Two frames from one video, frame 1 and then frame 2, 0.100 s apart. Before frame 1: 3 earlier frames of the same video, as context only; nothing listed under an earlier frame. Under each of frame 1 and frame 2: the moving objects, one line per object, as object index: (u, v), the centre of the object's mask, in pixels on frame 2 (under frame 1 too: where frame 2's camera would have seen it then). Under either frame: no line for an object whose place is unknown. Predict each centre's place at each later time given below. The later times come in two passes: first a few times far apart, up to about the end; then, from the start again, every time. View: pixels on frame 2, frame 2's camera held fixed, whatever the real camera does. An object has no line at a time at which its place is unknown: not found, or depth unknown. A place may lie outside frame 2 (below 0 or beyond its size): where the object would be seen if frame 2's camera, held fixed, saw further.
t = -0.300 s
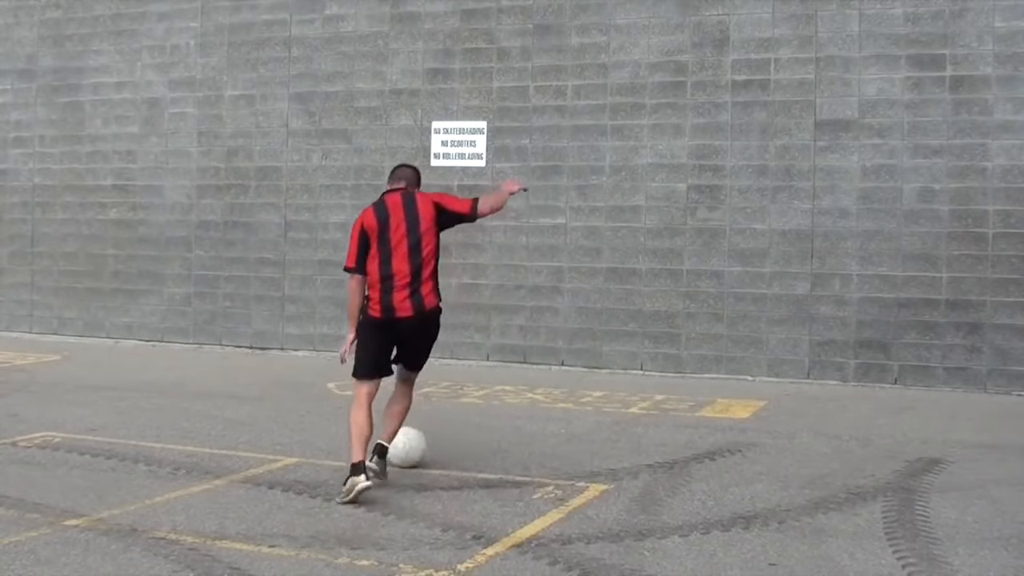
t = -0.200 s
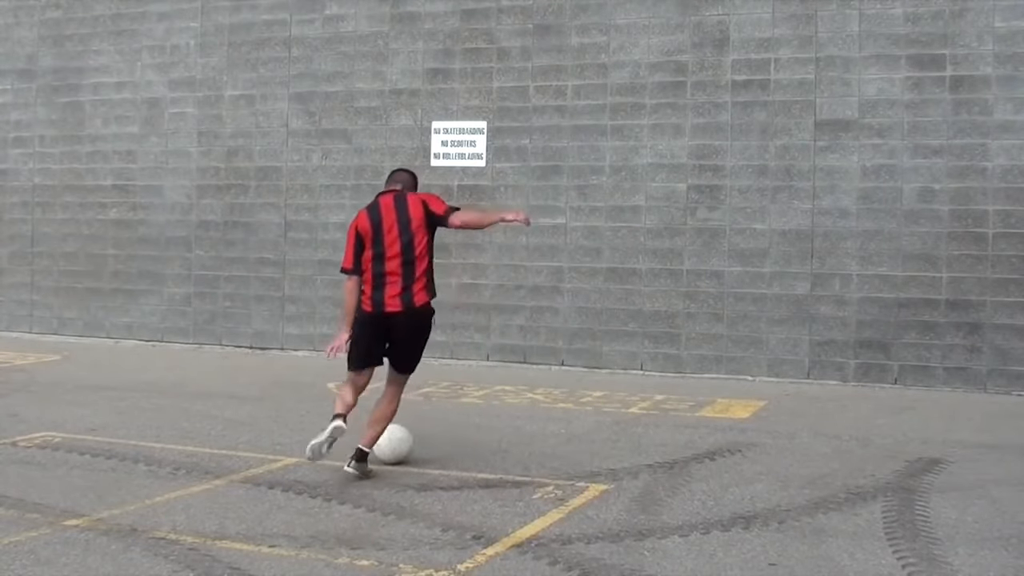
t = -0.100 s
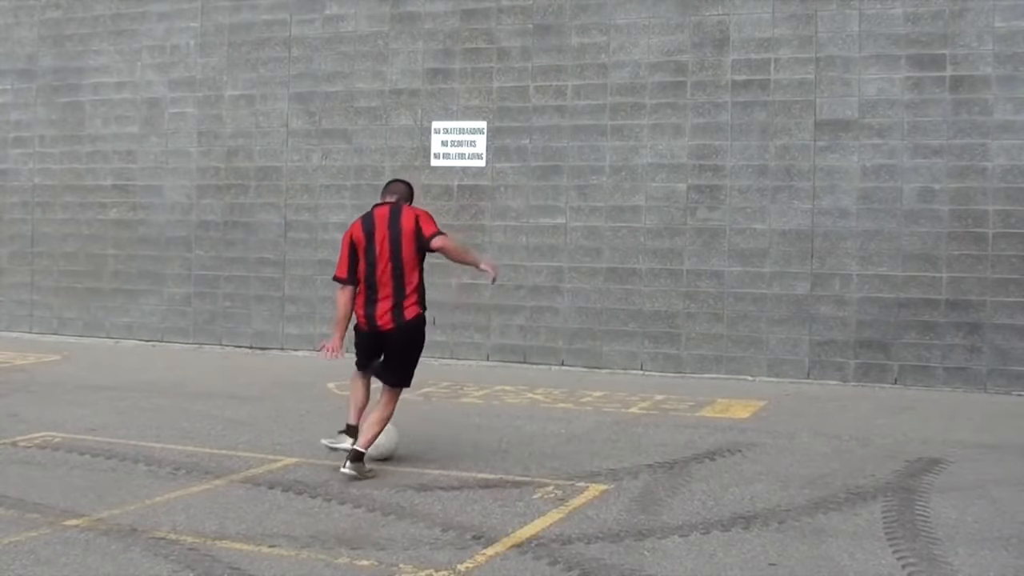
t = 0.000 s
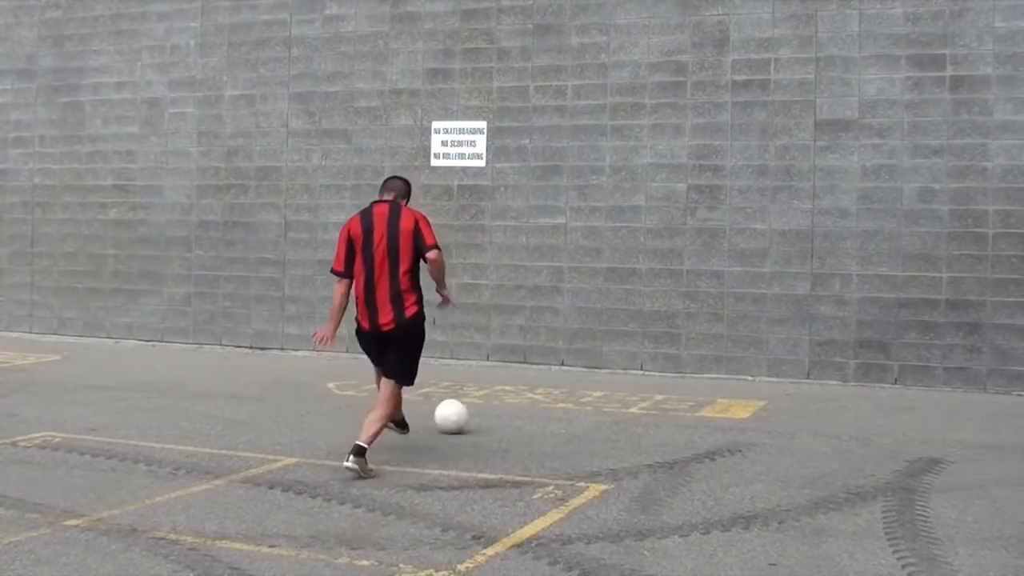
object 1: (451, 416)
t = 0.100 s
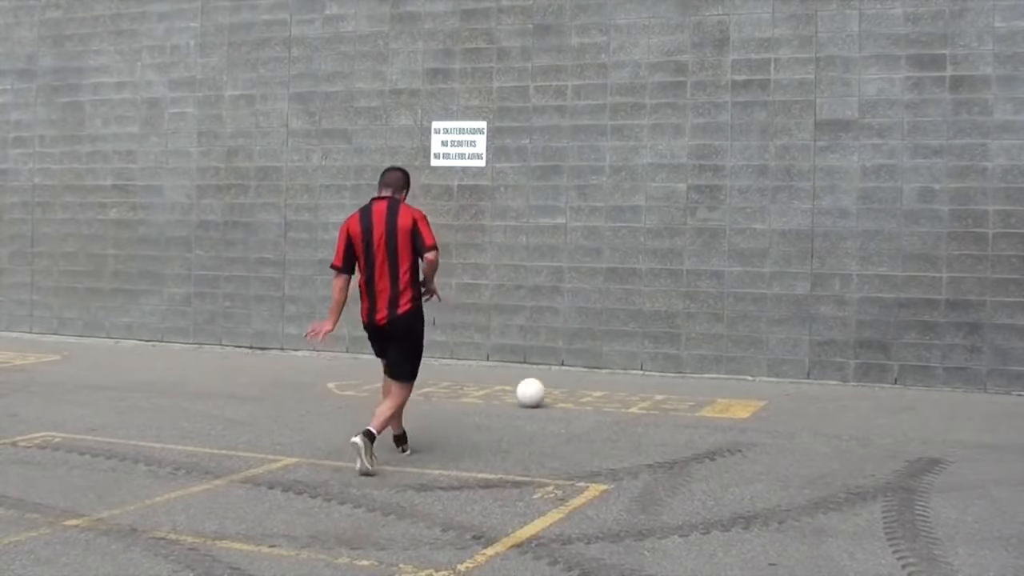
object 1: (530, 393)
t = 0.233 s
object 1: (601, 370)
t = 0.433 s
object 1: (602, 358)
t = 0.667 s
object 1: (522, 396)
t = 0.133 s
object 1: (551, 384)
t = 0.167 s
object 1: (569, 379)
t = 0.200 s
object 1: (586, 374)
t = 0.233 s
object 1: (601, 370)
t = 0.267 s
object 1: (616, 368)
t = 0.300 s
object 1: (628, 363)
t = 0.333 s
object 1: (630, 359)
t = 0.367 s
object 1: (621, 357)
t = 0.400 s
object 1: (611, 357)
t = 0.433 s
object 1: (602, 358)
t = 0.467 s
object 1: (592, 359)
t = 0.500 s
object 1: (582, 363)
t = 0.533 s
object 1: (571, 367)
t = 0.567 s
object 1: (559, 373)
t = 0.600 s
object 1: (546, 381)
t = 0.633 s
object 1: (533, 391)
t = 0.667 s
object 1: (522, 396)
